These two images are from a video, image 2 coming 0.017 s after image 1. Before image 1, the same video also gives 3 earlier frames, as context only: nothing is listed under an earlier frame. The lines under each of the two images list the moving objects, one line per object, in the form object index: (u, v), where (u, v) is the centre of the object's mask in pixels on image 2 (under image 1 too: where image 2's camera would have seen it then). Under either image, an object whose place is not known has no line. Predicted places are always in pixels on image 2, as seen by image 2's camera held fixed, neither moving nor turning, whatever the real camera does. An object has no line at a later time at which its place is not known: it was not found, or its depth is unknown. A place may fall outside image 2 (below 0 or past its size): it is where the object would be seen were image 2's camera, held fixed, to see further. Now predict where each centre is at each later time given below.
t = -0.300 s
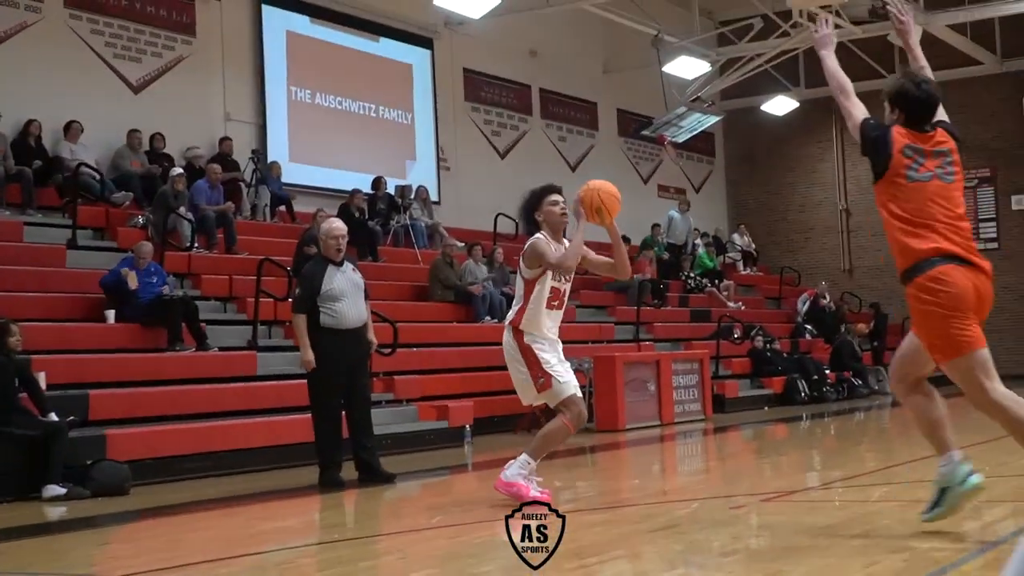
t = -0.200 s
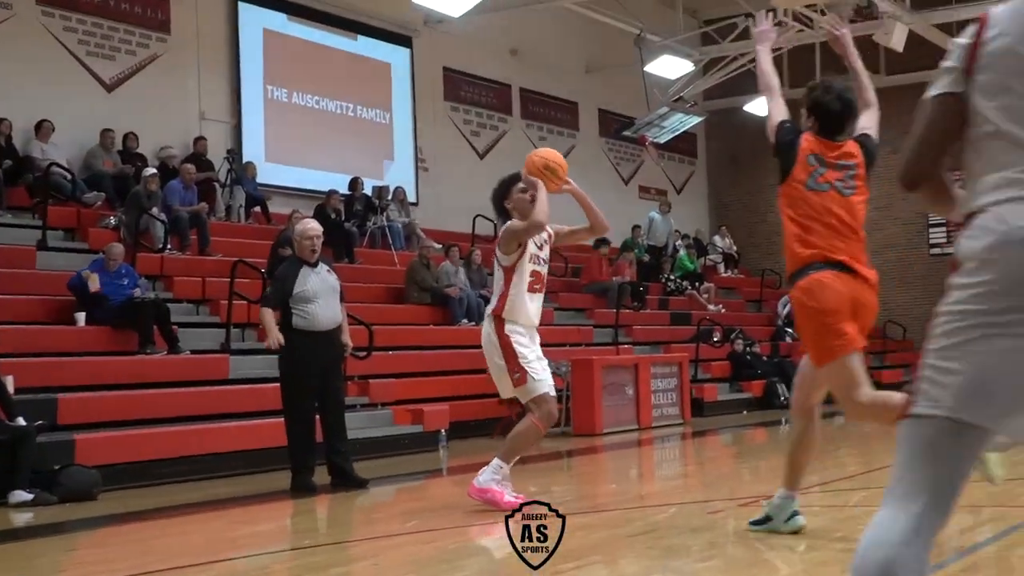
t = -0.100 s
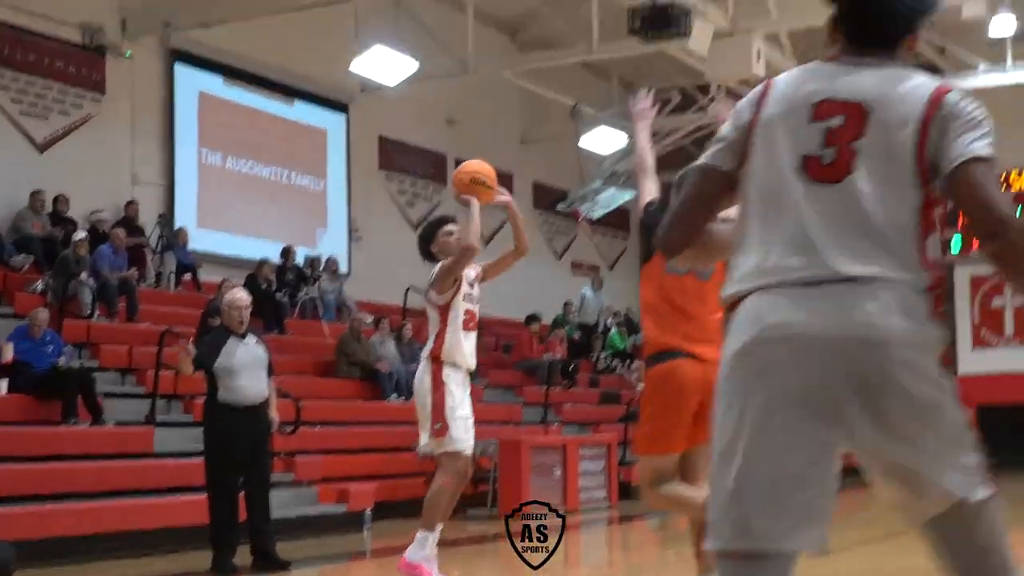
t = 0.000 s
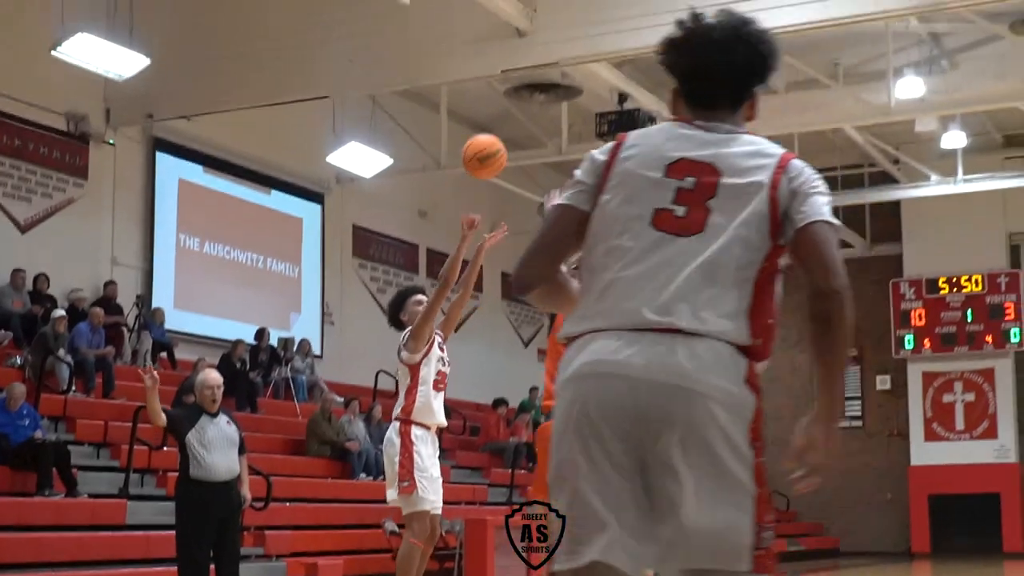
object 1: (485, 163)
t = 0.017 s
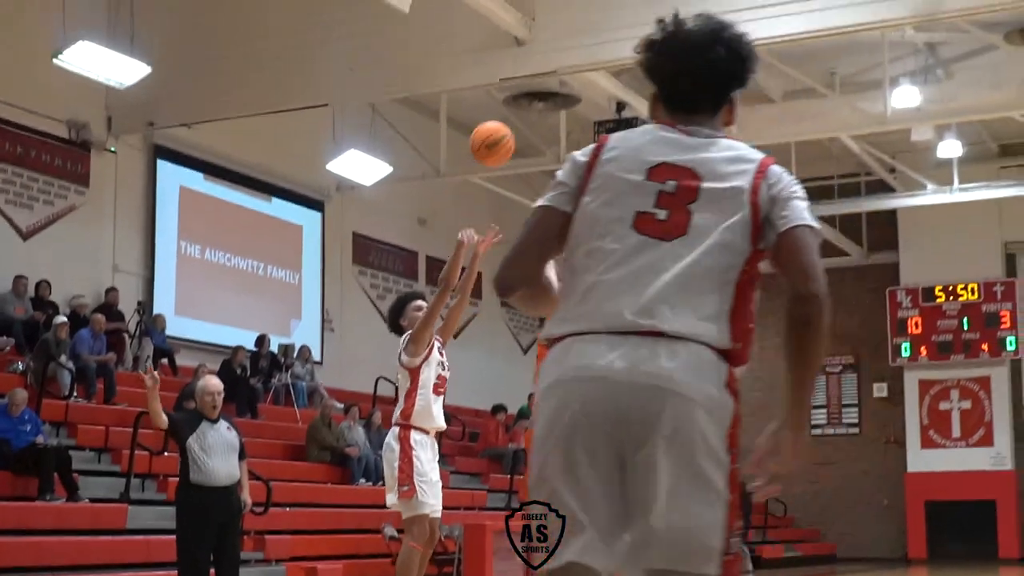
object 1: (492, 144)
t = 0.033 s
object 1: (503, 124)
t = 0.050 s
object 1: (513, 103)
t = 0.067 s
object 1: (523, 84)
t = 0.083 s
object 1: (534, 64)
